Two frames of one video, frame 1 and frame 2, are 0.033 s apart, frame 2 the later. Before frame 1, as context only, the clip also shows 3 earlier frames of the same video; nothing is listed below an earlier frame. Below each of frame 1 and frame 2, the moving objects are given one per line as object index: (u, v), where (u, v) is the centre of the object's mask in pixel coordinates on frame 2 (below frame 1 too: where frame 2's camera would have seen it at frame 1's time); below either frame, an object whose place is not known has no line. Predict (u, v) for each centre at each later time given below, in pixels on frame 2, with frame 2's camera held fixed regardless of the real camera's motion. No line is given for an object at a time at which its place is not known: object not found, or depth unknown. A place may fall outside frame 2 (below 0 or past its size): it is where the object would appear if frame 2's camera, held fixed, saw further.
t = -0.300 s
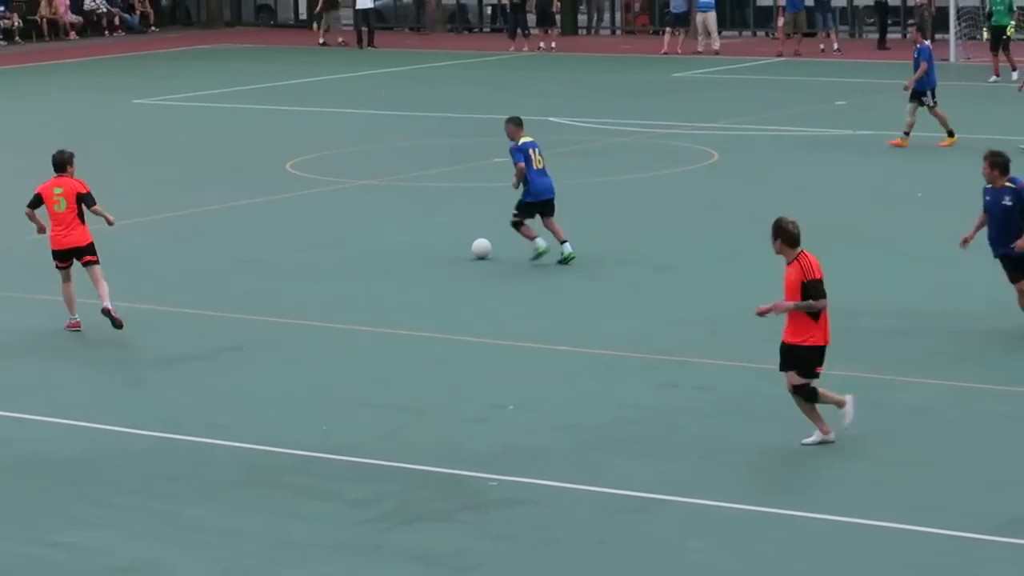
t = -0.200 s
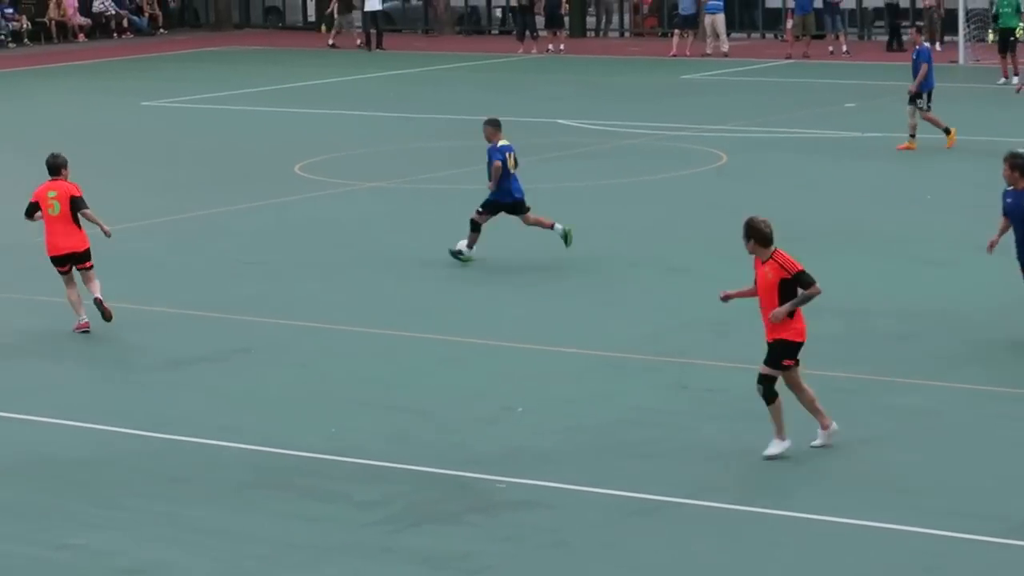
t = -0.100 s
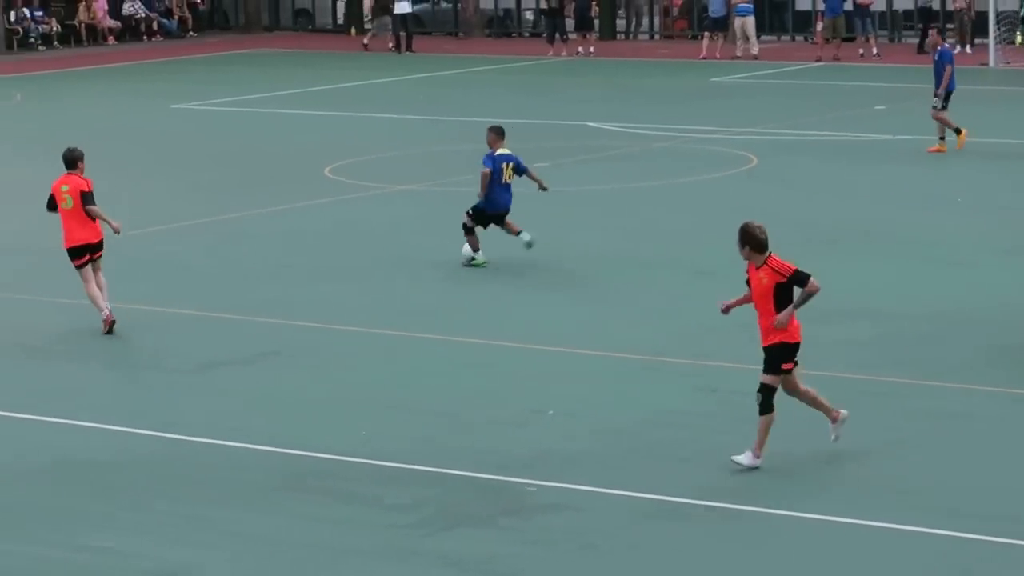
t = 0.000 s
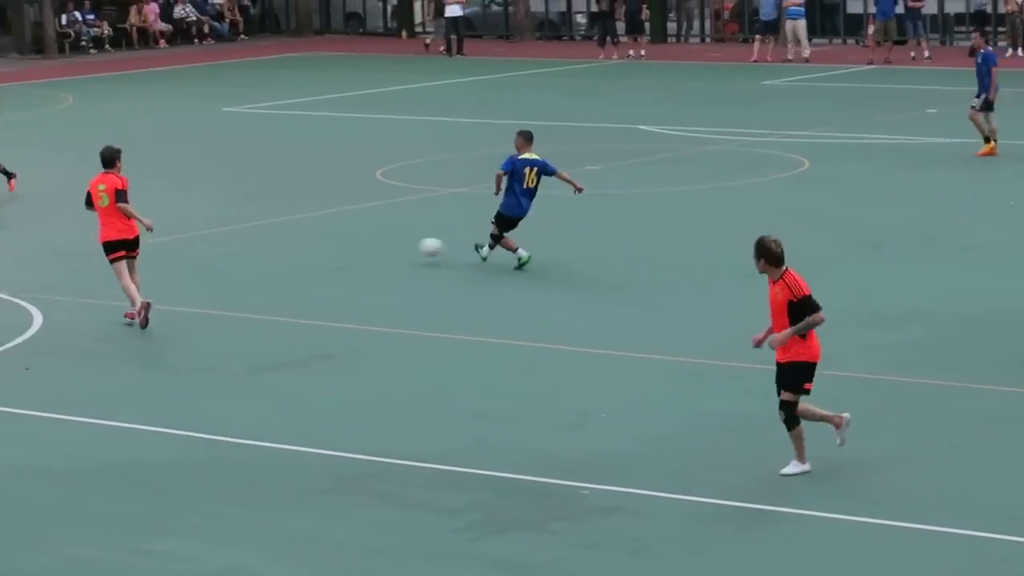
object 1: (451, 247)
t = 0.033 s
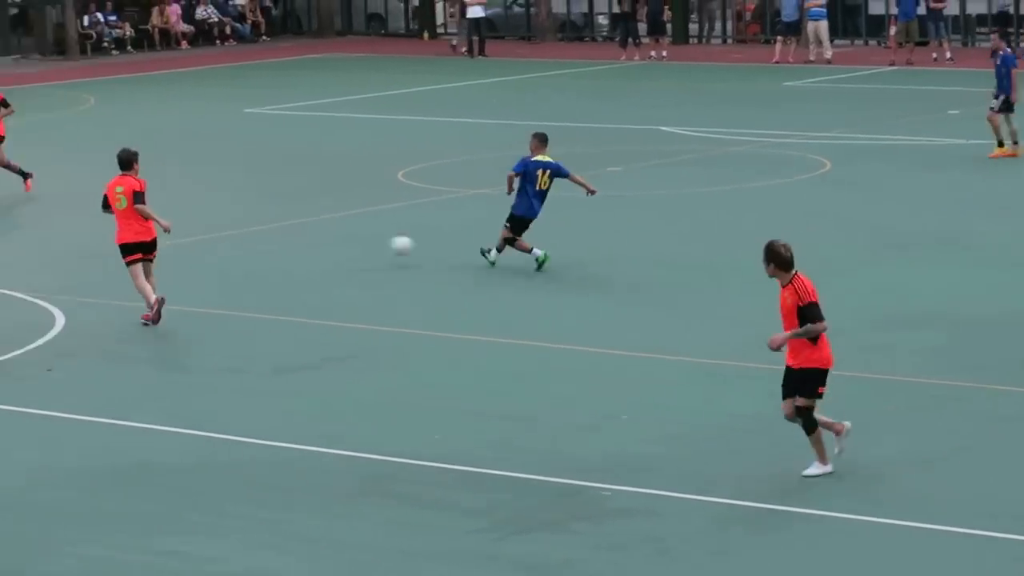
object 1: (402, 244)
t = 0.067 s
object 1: (352, 243)
